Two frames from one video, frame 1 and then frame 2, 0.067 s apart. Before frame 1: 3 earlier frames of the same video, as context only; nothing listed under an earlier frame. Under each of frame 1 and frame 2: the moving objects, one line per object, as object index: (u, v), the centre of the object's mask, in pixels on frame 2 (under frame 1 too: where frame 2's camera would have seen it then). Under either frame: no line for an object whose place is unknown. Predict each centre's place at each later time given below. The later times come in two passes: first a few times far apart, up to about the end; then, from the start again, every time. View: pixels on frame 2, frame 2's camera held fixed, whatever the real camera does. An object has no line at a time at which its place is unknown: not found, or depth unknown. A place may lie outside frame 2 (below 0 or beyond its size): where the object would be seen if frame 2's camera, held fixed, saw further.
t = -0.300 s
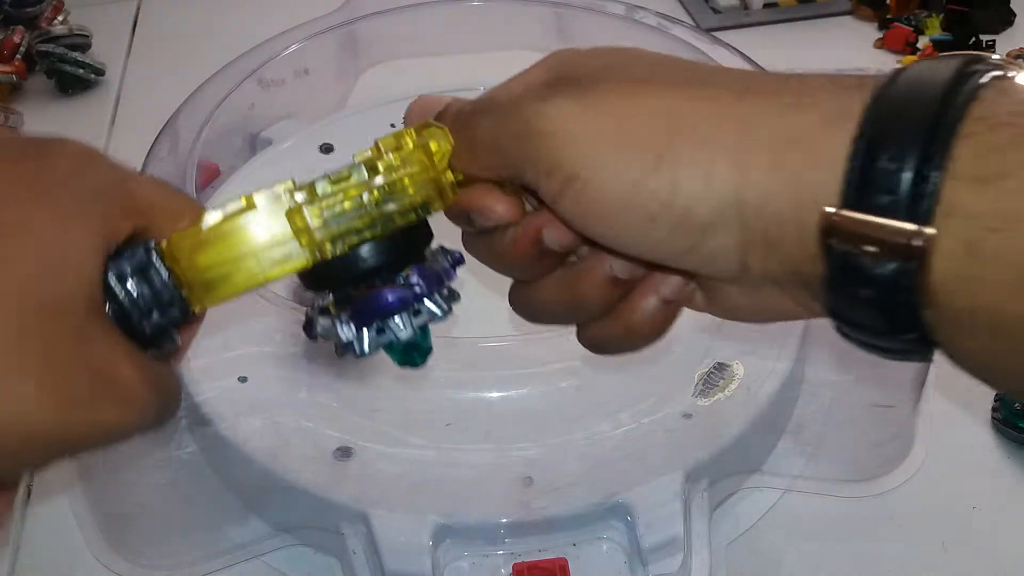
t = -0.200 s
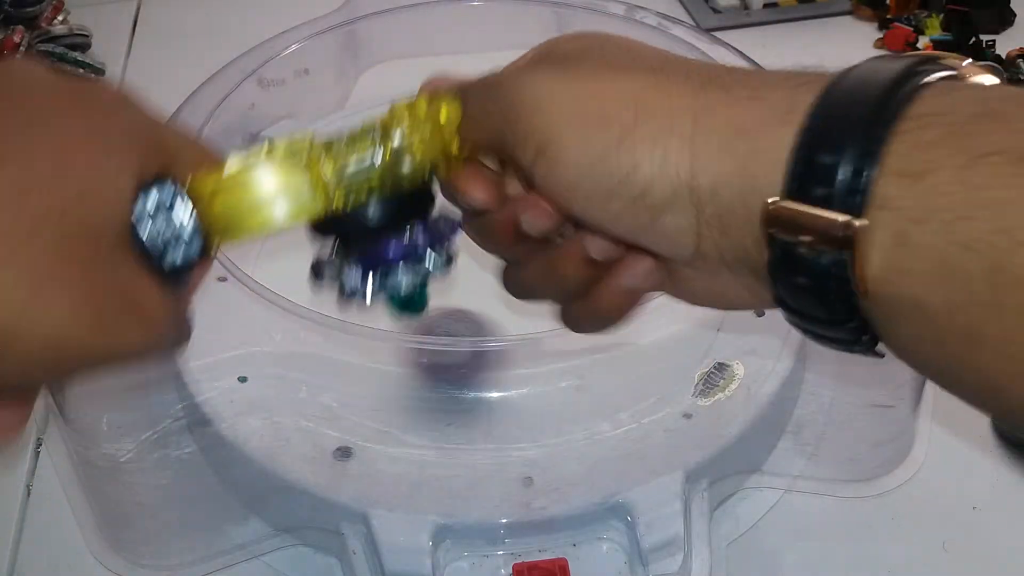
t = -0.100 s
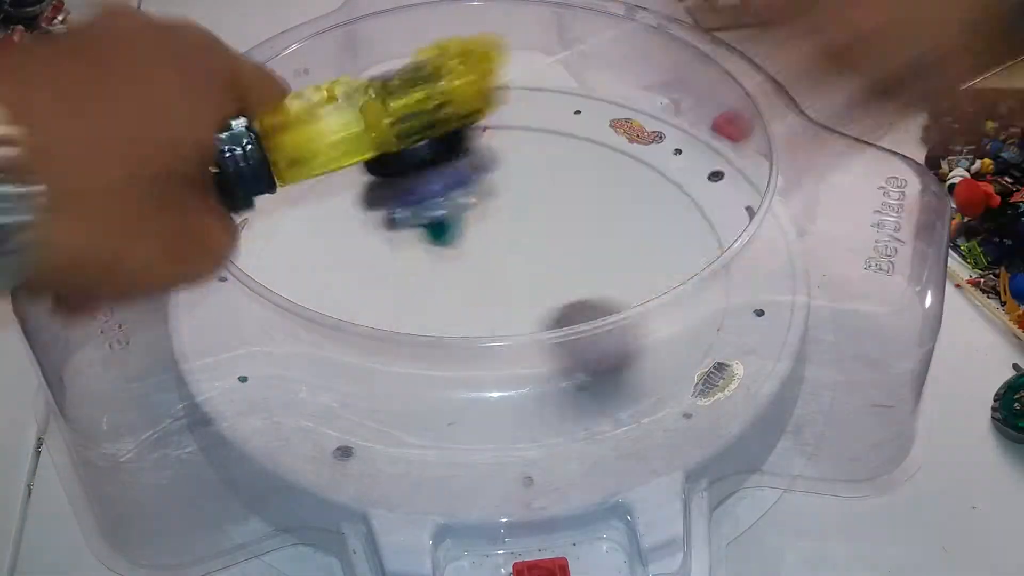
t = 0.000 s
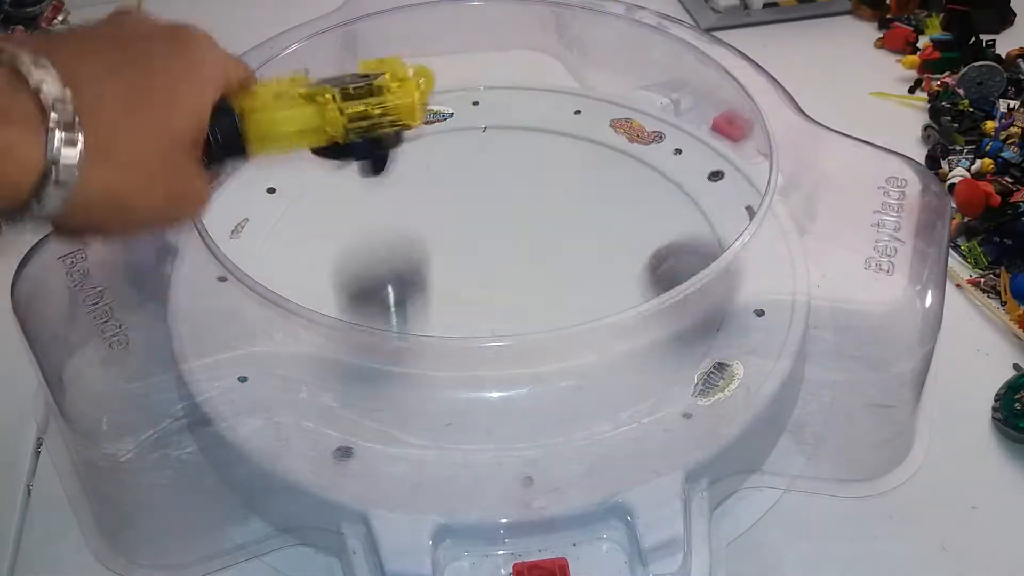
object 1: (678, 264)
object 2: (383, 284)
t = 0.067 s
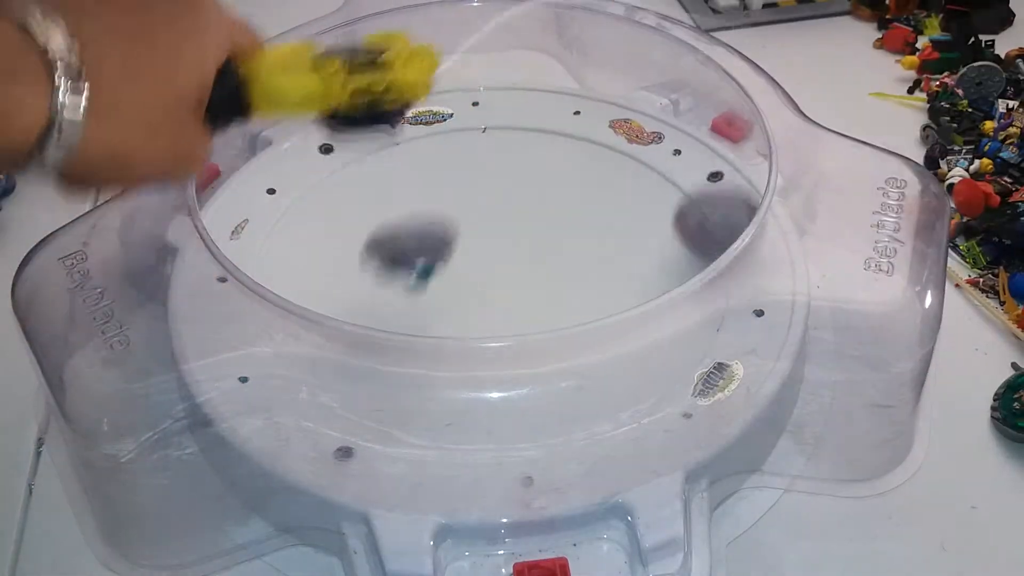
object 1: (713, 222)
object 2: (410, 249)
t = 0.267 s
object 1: (593, 123)
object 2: (516, 197)
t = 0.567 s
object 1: (369, 263)
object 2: (560, 214)
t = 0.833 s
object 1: (606, 389)
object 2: (398, 296)
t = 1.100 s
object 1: (675, 210)
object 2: (308, 345)
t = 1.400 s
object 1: (386, 216)
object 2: (482, 303)
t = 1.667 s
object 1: (357, 394)
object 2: (487, 178)
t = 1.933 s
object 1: (639, 323)
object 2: (386, 148)
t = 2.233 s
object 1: (505, 155)
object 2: (374, 245)
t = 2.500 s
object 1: (287, 199)
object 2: (547, 254)
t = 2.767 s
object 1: (430, 357)
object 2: (592, 164)
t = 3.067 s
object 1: (675, 229)
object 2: (510, 190)
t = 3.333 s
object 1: (549, 113)
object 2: (523, 279)
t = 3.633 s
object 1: (360, 237)
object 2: (609, 277)
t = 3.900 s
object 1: (513, 386)
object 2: (556, 265)
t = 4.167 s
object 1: (691, 260)
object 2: (490, 302)
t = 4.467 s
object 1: (525, 175)
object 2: (502, 307)
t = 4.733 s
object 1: (320, 251)
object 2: (480, 288)
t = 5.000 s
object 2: (457, 278)
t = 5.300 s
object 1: (632, 271)
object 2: (449, 257)
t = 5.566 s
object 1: (531, 144)
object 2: (460, 234)
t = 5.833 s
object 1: (348, 171)
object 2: (466, 218)
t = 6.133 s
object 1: (425, 339)
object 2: (495, 227)
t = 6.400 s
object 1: (655, 281)
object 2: (536, 237)
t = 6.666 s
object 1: (645, 166)
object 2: (556, 249)
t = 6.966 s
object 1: (425, 199)
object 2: (546, 269)
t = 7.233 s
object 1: (364, 341)
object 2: (527, 284)
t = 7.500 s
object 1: (577, 377)
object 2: (508, 290)
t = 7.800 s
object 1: (609, 220)
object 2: (489, 286)
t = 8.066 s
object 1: (443, 161)
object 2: (475, 279)
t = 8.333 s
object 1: (318, 245)
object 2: (458, 267)
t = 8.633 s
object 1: (513, 342)
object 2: (469, 253)
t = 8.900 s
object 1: (662, 239)
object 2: (488, 240)
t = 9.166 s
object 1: (562, 154)
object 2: (500, 230)
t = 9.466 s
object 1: (396, 244)
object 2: (516, 247)
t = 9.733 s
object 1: (456, 369)
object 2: (533, 264)
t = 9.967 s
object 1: (625, 333)
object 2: (537, 274)
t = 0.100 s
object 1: (707, 204)
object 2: (429, 221)
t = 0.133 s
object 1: (691, 184)
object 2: (447, 212)
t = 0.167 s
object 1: (674, 164)
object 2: (467, 217)
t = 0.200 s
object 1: (650, 146)
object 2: (486, 229)
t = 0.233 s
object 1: (622, 132)
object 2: (502, 205)
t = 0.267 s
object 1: (593, 123)
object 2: (516, 197)
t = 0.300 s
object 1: (560, 120)
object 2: (532, 194)
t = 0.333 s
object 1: (523, 123)
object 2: (545, 187)
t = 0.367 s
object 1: (491, 131)
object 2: (554, 183)
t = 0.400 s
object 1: (460, 145)
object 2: (562, 182)
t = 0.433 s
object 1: (431, 162)
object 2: (568, 183)
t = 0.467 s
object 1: (407, 184)
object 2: (570, 187)
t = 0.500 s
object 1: (387, 210)
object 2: (570, 194)
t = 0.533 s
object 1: (373, 235)
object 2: (567, 203)
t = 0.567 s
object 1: (369, 263)
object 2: (560, 214)
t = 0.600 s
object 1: (372, 290)
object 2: (550, 227)
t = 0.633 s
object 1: (386, 321)
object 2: (537, 241)
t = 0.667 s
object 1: (406, 347)
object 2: (520, 253)
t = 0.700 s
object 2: (500, 266)
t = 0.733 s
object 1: (472, 388)
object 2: (476, 276)
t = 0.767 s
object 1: (515, 396)
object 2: (451, 284)
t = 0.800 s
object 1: (562, 397)
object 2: (425, 290)
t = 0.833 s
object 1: (606, 389)
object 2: (398, 296)
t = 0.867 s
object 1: (634, 372)
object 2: (374, 298)
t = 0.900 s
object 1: (660, 350)
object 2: (353, 299)
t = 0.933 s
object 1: (687, 331)
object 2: (330, 314)
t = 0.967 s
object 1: (704, 302)
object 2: (312, 321)
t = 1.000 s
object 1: (690, 260)
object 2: (301, 328)
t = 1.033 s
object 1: (697, 244)
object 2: (297, 333)
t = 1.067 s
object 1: (694, 229)
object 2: (300, 340)
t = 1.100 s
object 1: (675, 210)
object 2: (308, 345)
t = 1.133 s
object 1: (650, 196)
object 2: (322, 349)
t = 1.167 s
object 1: (620, 185)
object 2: (340, 352)
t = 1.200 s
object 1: (587, 178)
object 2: (362, 353)
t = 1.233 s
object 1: (554, 176)
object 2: (385, 351)
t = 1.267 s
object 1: (518, 178)
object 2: (408, 347)
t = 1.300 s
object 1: (484, 182)
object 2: (429, 339)
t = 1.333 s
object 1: (449, 191)
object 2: (449, 318)
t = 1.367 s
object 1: (416, 202)
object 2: (466, 312)
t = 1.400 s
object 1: (386, 216)
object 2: (482, 303)
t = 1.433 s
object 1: (359, 233)
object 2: (494, 289)
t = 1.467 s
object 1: (337, 253)
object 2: (502, 272)
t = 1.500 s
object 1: (320, 274)
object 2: (506, 255)
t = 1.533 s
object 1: (312, 297)
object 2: (508, 238)
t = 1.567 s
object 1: (308, 326)
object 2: (506, 221)
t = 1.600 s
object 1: (315, 356)
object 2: (502, 205)
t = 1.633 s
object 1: (332, 373)
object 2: (495, 190)
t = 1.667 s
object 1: (357, 394)
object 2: (487, 178)
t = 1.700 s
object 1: (400, 402)
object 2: (477, 166)
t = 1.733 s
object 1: (443, 409)
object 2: (467, 158)
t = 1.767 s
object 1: (489, 408)
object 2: (455, 151)
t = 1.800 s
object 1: (532, 400)
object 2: (443, 147)
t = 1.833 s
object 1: (570, 386)
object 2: (428, 145)
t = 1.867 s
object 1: (600, 370)
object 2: (414, 144)
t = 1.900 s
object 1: (627, 356)
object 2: (400, 145)
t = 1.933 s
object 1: (639, 323)
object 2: (386, 148)
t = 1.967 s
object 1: (636, 284)
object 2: (372, 154)
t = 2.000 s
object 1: (642, 269)
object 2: (360, 162)
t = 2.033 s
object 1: (636, 248)
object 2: (350, 172)
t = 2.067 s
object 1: (623, 228)
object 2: (343, 183)
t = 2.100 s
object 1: (605, 208)
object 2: (340, 195)
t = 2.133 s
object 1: (584, 192)
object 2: (342, 208)
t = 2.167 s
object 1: (560, 178)
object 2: (349, 221)
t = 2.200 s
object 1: (534, 165)
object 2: (360, 234)
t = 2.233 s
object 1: (505, 155)
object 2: (374, 245)
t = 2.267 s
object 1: (475, 150)
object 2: (392, 255)
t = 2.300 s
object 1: (446, 147)
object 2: (412, 263)
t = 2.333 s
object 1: (416, 146)
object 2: (433, 268)
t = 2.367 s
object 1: (386, 148)
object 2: (457, 271)
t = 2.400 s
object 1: (356, 153)
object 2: (481, 270)
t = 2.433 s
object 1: (329, 164)
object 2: (504, 268)
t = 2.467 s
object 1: (306, 179)
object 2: (527, 262)
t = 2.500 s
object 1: (287, 199)
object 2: (547, 254)
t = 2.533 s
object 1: (275, 222)
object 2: (564, 244)
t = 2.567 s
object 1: (273, 245)
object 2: (579, 233)
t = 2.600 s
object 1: (284, 265)
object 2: (590, 221)
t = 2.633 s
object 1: (294, 299)
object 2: (597, 208)
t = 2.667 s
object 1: (319, 322)
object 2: (601, 196)
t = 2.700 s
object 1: (351, 339)
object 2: (602, 184)
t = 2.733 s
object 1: (389, 351)
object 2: (598, 173)
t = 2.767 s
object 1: (430, 357)
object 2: (592, 164)
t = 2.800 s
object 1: (472, 360)
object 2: (584, 156)
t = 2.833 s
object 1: (512, 356)
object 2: (574, 150)
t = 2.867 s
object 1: (551, 352)
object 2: (563, 148)
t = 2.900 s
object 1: (585, 339)
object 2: (553, 149)
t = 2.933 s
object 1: (616, 315)
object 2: (542, 153)
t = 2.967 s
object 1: (631, 284)
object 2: (532, 159)
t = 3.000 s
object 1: (652, 268)
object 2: (523, 168)
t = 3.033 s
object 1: (667, 250)
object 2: (515, 178)
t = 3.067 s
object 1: (675, 229)
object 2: (510, 190)
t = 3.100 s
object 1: (674, 206)
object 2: (505, 203)
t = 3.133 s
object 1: (669, 184)
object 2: (503, 216)
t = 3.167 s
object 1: (659, 165)
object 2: (503, 230)
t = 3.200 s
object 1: (644, 147)
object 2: (504, 243)
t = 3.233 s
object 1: (626, 133)
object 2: (506, 254)
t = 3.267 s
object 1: (603, 122)
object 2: (510, 264)
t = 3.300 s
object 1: (576, 116)
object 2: (515, 272)
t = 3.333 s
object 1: (549, 113)
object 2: (523, 279)
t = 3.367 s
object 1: (521, 113)
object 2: (532, 285)
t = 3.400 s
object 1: (494, 118)
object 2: (543, 289)
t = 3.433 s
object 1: (467, 125)
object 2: (554, 291)
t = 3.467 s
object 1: (442, 139)
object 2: (566, 291)
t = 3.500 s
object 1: (417, 154)
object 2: (579, 289)
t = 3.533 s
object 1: (397, 171)
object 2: (591, 287)
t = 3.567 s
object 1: (380, 191)
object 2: (600, 284)
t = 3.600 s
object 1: (368, 213)
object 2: (606, 280)
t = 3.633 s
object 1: (360, 237)
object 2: (609, 277)
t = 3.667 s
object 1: (359, 261)
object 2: (609, 274)
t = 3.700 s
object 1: (363, 285)
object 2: (606, 270)
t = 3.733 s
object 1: (377, 300)
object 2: (601, 267)
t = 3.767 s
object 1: (392, 330)
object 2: (594, 265)
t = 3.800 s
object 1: (416, 352)
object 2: (586, 264)
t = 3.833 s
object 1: (444, 368)
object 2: (577, 263)
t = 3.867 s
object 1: (478, 382)
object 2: (567, 263)
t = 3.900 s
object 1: (513, 386)
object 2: (556, 265)
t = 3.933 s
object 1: (551, 384)
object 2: (546, 268)
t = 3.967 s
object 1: (591, 379)
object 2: (535, 271)
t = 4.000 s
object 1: (627, 370)
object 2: (525, 276)
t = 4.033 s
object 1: (661, 357)
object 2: (514, 282)
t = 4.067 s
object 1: (682, 341)
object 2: (505, 287)
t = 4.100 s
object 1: (700, 322)
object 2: (497, 294)
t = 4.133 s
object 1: (710, 297)
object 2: (492, 299)
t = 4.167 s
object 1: (691, 260)
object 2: (490, 302)
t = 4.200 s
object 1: (697, 246)
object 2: (489, 305)
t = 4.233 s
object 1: (696, 234)
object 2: (490, 307)
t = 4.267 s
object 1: (683, 217)
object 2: (493, 308)
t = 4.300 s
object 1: (663, 203)
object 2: (496, 309)
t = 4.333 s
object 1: (639, 192)
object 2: (498, 310)
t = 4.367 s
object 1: (612, 183)
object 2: (501, 309)
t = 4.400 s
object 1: (584, 177)
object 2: (502, 309)
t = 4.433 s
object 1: (555, 175)
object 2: (502, 308)
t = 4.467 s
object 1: (525, 175)
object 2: (502, 307)
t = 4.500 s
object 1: (495, 177)
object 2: (500, 306)
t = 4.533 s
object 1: (465, 182)
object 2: (497, 304)
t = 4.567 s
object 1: (437, 188)
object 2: (495, 302)
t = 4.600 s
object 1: (409, 197)
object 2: (491, 299)
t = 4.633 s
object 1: (382, 207)
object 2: (488, 297)
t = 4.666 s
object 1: (358, 219)
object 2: (485, 293)
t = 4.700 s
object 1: (337, 234)
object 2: (482, 291)
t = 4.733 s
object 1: (320, 251)
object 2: (480, 288)
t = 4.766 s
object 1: (309, 269)
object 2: (477, 286)
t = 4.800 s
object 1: (308, 281)
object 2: (474, 285)
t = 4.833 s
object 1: (304, 308)
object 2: (471, 284)
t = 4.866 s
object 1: (310, 335)
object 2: (468, 283)
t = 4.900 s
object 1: (323, 360)
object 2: (465, 282)
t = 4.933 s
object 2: (462, 281)
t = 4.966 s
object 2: (460, 280)
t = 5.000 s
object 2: (457, 278)
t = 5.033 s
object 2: (454, 276)
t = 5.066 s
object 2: (452, 274)
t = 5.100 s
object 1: (526, 386)
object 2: (451, 272)
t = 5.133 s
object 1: (557, 374)
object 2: (449, 269)
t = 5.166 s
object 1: (584, 355)
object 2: (448, 267)
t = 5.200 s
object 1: (605, 337)
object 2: (448, 265)
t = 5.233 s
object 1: (619, 315)
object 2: (448, 263)
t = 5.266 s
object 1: (624, 284)
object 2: (448, 260)
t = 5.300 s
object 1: (632, 271)
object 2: (449, 257)
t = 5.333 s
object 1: (633, 251)
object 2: (450, 255)
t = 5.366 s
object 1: (627, 230)
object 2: (451, 252)
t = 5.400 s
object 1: (618, 213)
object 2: (453, 250)
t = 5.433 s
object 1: (606, 195)
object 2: (455, 247)
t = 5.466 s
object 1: (591, 179)
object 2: (457, 244)
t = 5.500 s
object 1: (572, 164)
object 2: (458, 241)
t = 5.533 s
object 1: (553, 154)
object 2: (460, 237)
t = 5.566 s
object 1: (531, 144)
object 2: (460, 234)
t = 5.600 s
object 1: (508, 137)
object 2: (461, 231)
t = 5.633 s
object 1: (484, 133)
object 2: (462, 228)
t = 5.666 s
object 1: (460, 131)
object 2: (462, 225)
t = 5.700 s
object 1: (435, 133)
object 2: (463, 222)
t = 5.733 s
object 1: (410, 137)
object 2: (463, 221)
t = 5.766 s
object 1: (386, 144)
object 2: (464, 219)
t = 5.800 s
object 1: (366, 156)
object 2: (465, 219)
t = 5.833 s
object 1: (348, 171)
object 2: (466, 218)
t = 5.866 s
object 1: (334, 190)
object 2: (467, 218)
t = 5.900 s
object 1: (326, 210)
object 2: (469, 219)
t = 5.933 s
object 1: (323, 230)
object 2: (472, 219)
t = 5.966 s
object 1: (327, 252)
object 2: (475, 220)
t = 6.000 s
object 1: (336, 273)
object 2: (478, 221)
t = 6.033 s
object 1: (354, 289)
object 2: (482, 222)
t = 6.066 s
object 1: (375, 301)
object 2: (486, 224)
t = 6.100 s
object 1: (398, 327)
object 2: (490, 225)
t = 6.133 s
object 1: (425, 339)
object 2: (495, 227)
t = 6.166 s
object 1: (459, 347)
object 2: (500, 228)
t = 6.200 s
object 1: (492, 353)
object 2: (505, 230)
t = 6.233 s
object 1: (527, 355)
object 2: (511, 231)
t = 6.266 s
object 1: (561, 351)
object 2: (517, 232)
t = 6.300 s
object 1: (592, 344)
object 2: (522, 234)
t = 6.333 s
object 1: (622, 331)
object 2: (527, 235)
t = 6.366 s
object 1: (647, 316)
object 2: (532, 236)
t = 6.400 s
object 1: (655, 281)
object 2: (536, 237)
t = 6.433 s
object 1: (672, 267)
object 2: (540, 239)
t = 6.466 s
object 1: (686, 253)
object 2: (544, 240)
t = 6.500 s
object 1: (695, 239)
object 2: (547, 242)
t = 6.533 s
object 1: (699, 224)
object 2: (550, 243)
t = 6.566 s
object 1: (693, 205)
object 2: (552, 244)
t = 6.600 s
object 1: (681, 190)
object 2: (554, 246)
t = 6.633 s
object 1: (665, 176)
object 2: (556, 247)
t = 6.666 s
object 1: (645, 166)
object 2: (556, 249)
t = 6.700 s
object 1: (622, 158)
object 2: (557, 251)
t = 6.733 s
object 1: (598, 154)
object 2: (556, 253)
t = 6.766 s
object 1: (572, 152)
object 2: (556, 255)
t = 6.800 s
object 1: (548, 155)
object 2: (555, 257)
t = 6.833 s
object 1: (521, 159)
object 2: (554, 259)
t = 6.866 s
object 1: (496, 165)
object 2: (552, 262)
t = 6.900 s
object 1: (470, 176)
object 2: (550, 264)
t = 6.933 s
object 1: (447, 185)
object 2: (548, 266)
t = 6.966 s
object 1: (425, 199)
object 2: (546, 269)
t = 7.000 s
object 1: (405, 212)
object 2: (544, 271)
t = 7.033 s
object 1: (388, 226)
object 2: (542, 273)
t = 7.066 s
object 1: (373, 245)
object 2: (539, 275)
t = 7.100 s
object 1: (363, 261)
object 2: (537, 277)
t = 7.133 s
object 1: (355, 282)
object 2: (535, 279)
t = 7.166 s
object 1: (356, 294)
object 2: (532, 281)
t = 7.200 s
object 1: (356, 320)
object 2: (530, 282)
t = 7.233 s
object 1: (364, 341)
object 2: (527, 284)
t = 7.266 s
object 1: (376, 359)
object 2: (525, 285)
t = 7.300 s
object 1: (395, 374)
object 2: (522, 286)
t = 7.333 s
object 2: (520, 287)
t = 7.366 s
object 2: (517, 287)
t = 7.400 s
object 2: (515, 288)
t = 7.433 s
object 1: (515, 394)
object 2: (512, 289)
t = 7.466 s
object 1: (547, 388)
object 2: (510, 289)
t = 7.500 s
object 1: (577, 377)
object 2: (508, 290)
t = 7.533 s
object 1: (602, 364)
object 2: (506, 290)
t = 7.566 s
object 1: (622, 347)
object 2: (504, 290)
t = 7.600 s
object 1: (633, 328)
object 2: (502, 290)
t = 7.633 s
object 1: (640, 312)
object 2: (500, 290)
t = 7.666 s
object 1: (636, 280)
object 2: (498, 289)
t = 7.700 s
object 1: (638, 268)
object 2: (495, 288)
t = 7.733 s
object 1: (632, 252)
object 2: (493, 287)
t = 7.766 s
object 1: (622, 235)
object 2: (491, 286)
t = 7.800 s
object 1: (609, 220)
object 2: (489, 286)
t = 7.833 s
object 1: (592, 206)
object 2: (487, 285)
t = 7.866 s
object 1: (575, 194)
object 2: (485, 284)
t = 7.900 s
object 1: (556, 184)
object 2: (483, 283)
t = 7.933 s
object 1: (534, 175)
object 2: (482, 283)
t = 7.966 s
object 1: (512, 168)
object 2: (480, 282)
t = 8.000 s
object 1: (489, 165)
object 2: (479, 281)
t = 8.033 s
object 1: (465, 162)
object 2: (477, 281)
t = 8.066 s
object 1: (443, 161)
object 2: (475, 279)
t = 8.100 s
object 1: (419, 163)
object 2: (473, 278)
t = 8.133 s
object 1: (397, 166)
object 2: (470, 277)
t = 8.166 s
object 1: (376, 173)
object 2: (468, 275)
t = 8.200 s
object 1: (356, 181)
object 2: (465, 274)
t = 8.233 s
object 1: (339, 193)
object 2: (463, 272)
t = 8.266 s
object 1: (327, 209)
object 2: (461, 270)
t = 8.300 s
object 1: (320, 226)
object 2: (460, 269)
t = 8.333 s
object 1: (318, 245)
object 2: (458, 267)
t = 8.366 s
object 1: (322, 264)
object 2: (458, 265)
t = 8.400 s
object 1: (334, 280)
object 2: (458, 264)
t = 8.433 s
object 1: (351, 292)
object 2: (458, 262)
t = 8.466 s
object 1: (372, 302)
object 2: (459, 260)
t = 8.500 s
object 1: (398, 310)
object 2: (460, 259)
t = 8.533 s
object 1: (425, 316)
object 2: (462, 258)
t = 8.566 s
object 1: (450, 339)
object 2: (464, 256)
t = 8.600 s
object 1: (482, 344)
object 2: (467, 254)
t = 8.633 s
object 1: (513, 342)
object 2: (469, 253)
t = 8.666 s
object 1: (542, 339)
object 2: (472, 251)
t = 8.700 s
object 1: (569, 332)
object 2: (474, 249)
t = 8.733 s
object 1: (594, 321)
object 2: (476, 247)
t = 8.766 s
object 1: (615, 308)
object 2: (479, 245)
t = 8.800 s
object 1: (629, 281)
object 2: (481, 244)
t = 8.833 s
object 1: (645, 269)
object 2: (483, 242)
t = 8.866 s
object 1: (656, 256)
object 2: (485, 241)
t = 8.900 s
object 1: (662, 239)
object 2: (488, 240)
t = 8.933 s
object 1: (663, 222)
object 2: (490, 238)
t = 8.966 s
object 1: (659, 206)
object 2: (491, 237)
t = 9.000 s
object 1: (651, 191)
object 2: (493, 235)
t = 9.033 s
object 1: (639, 178)
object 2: (495, 233)
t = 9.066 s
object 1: (624, 168)
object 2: (496, 231)
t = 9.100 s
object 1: (605, 161)
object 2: (497, 230)
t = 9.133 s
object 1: (585, 156)
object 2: (499, 230)
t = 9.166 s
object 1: (562, 154)
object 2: (500, 230)
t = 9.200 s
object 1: (541, 155)
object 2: (501, 231)
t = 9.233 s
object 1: (517, 159)
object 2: (502, 232)
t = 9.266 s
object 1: (495, 166)
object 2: (504, 234)
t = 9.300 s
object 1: (475, 173)
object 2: (505, 235)
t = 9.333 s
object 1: (454, 185)
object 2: (508, 238)
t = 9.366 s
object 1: (436, 198)
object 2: (509, 240)
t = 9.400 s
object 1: (421, 212)
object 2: (511, 242)
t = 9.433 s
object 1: (407, 228)
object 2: (514, 244)
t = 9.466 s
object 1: (396, 244)
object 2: (516, 247)
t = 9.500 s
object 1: (390, 260)
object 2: (518, 249)
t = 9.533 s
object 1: (386, 278)
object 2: (521, 251)
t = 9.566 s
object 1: (387, 294)
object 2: (523, 253)
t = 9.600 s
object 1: (394, 304)
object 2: (525, 256)
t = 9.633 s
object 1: (401, 330)
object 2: (528, 258)
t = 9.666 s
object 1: (414, 345)
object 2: (529, 260)
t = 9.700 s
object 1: (433, 357)
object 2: (531, 262)
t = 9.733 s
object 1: (456, 369)
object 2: (533, 264)
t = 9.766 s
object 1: (481, 375)
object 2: (535, 265)
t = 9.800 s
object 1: (507, 376)
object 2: (536, 267)
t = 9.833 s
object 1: (538, 379)
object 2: (536, 269)
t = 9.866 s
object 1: (565, 373)
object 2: (537, 270)
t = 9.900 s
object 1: (588, 361)
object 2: (537, 272)
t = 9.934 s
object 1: (608, 348)
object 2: (537, 273)
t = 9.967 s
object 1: (625, 333)
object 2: (537, 274)
